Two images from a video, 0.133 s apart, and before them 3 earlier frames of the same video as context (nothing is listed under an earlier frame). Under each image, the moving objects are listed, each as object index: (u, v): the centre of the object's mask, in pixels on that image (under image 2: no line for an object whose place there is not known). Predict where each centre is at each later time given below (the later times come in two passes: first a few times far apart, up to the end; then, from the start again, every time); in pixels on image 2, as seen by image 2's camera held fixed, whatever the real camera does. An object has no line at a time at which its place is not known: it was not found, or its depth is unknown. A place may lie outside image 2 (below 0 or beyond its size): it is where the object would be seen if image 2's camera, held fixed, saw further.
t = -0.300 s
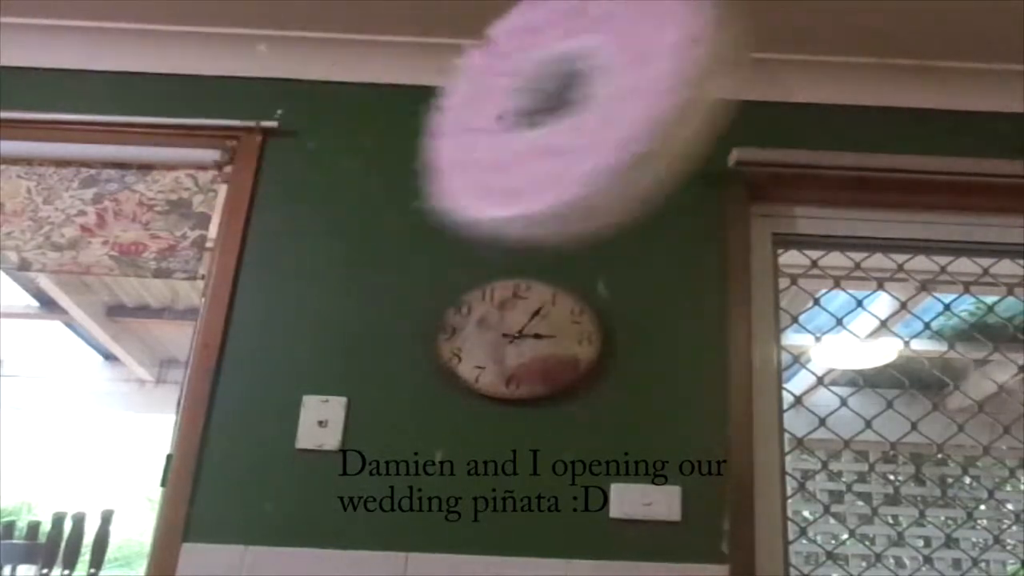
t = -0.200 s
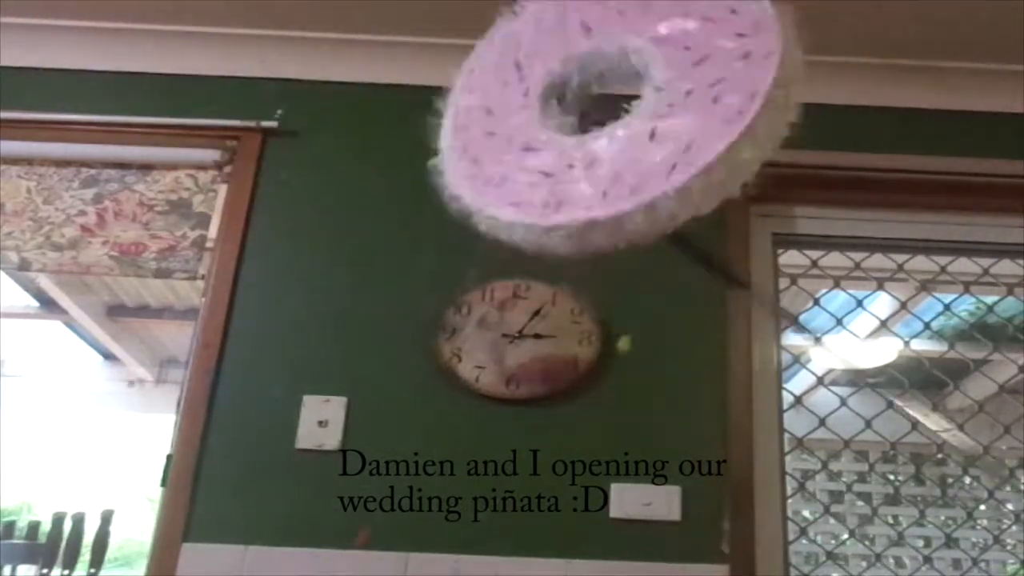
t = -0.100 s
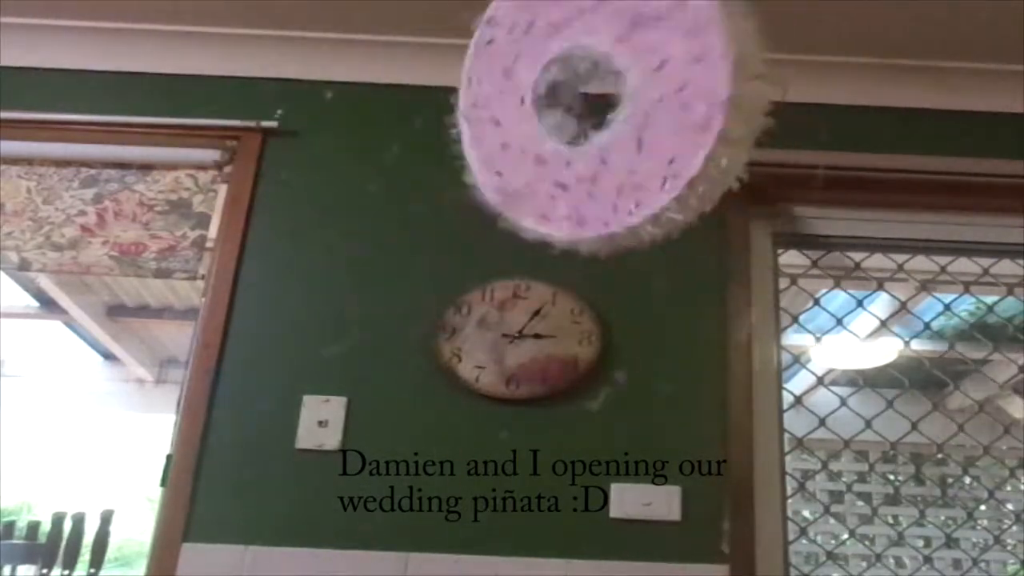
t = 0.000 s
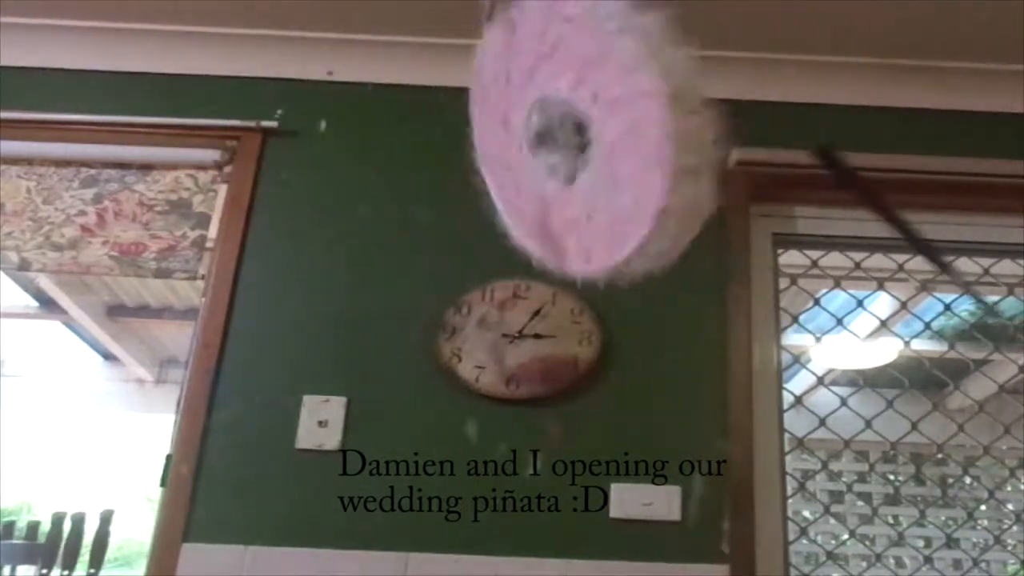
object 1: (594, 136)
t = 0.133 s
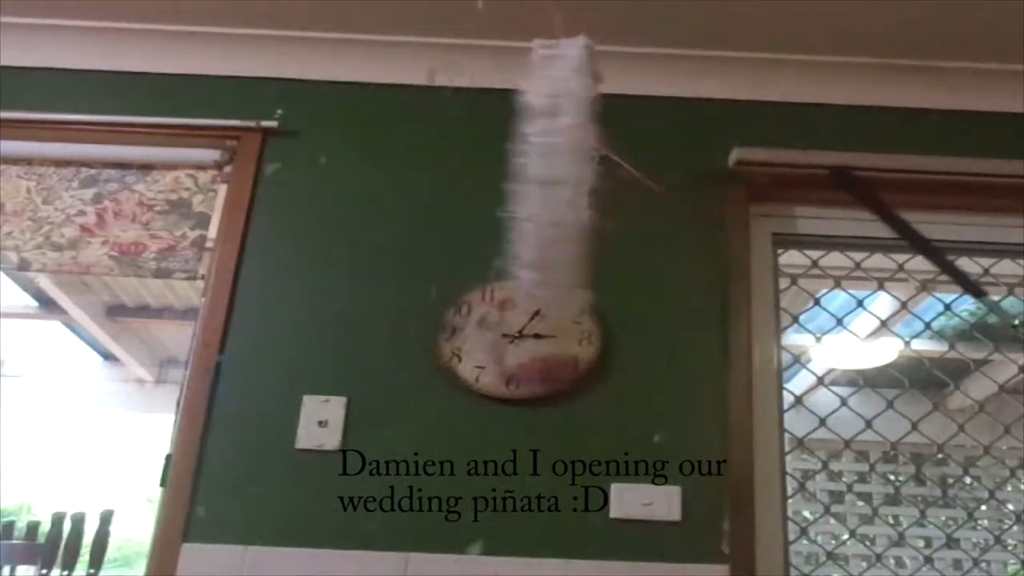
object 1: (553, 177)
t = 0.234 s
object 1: (522, 176)
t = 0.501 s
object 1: (455, 171)
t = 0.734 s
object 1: (471, 175)
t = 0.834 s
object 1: (485, 165)
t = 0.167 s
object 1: (542, 171)
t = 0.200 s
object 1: (531, 174)
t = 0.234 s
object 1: (522, 176)
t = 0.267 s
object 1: (511, 182)
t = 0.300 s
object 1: (499, 187)
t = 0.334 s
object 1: (488, 192)
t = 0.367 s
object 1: (477, 190)
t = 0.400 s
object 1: (469, 184)
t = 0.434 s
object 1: (463, 178)
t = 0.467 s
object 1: (458, 173)
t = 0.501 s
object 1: (455, 171)
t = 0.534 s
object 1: (453, 172)
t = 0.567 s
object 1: (452, 175)
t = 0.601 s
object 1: (452, 181)
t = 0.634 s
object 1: (454, 185)
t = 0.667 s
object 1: (459, 185)
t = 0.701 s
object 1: (464, 181)
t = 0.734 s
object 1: (471, 175)
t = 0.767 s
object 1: (478, 170)
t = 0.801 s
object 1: (482, 167)
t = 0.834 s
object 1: (485, 165)
